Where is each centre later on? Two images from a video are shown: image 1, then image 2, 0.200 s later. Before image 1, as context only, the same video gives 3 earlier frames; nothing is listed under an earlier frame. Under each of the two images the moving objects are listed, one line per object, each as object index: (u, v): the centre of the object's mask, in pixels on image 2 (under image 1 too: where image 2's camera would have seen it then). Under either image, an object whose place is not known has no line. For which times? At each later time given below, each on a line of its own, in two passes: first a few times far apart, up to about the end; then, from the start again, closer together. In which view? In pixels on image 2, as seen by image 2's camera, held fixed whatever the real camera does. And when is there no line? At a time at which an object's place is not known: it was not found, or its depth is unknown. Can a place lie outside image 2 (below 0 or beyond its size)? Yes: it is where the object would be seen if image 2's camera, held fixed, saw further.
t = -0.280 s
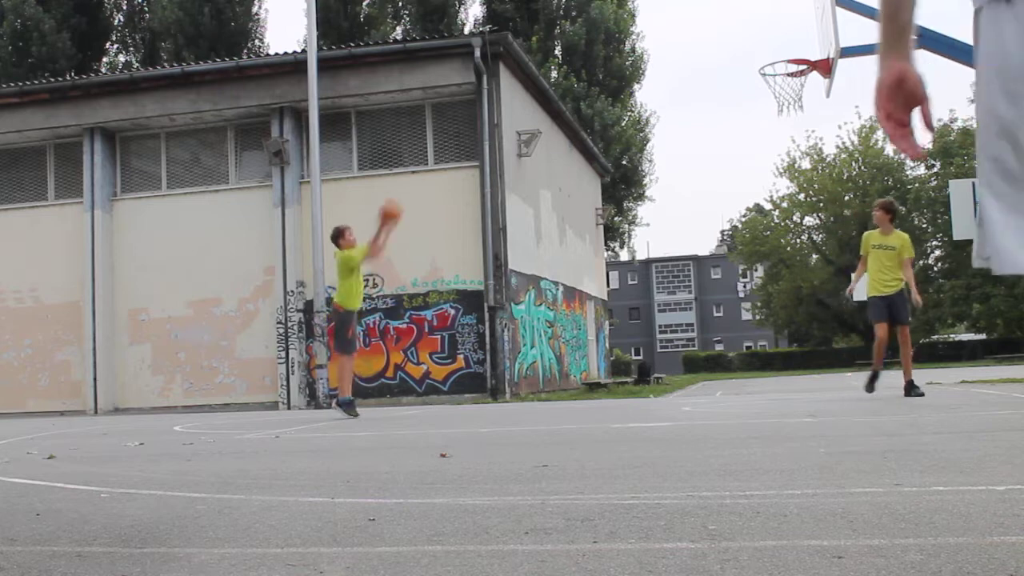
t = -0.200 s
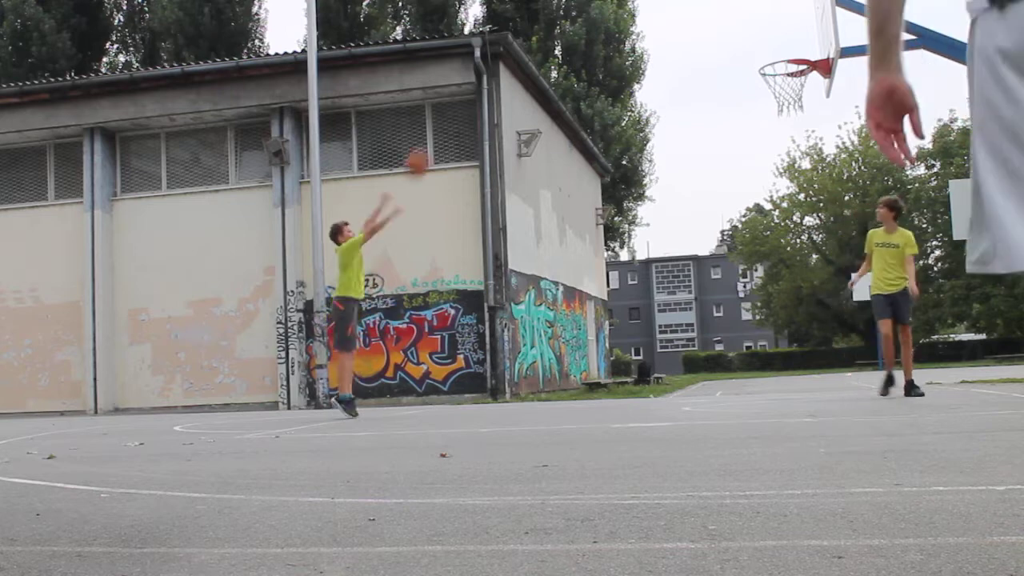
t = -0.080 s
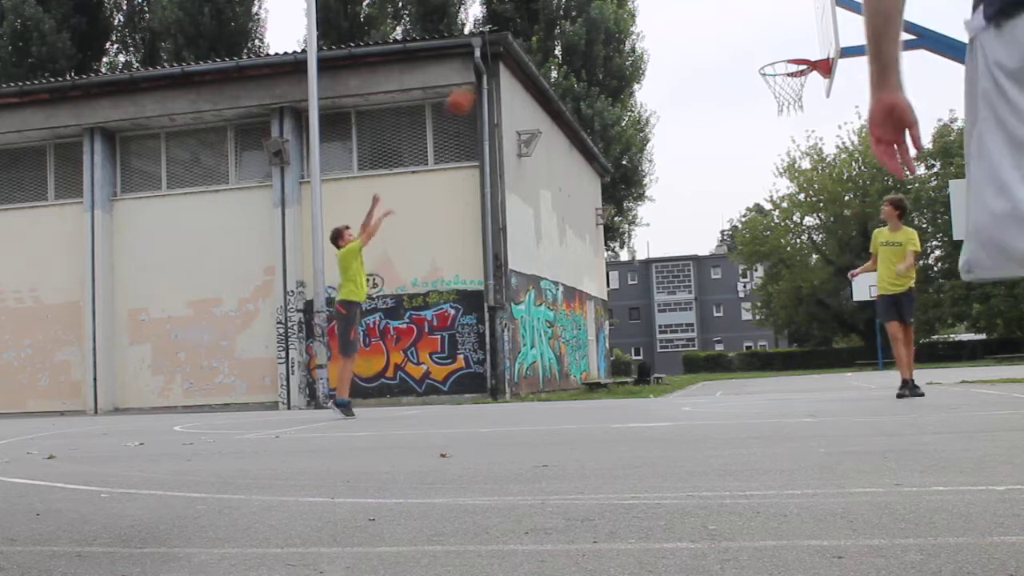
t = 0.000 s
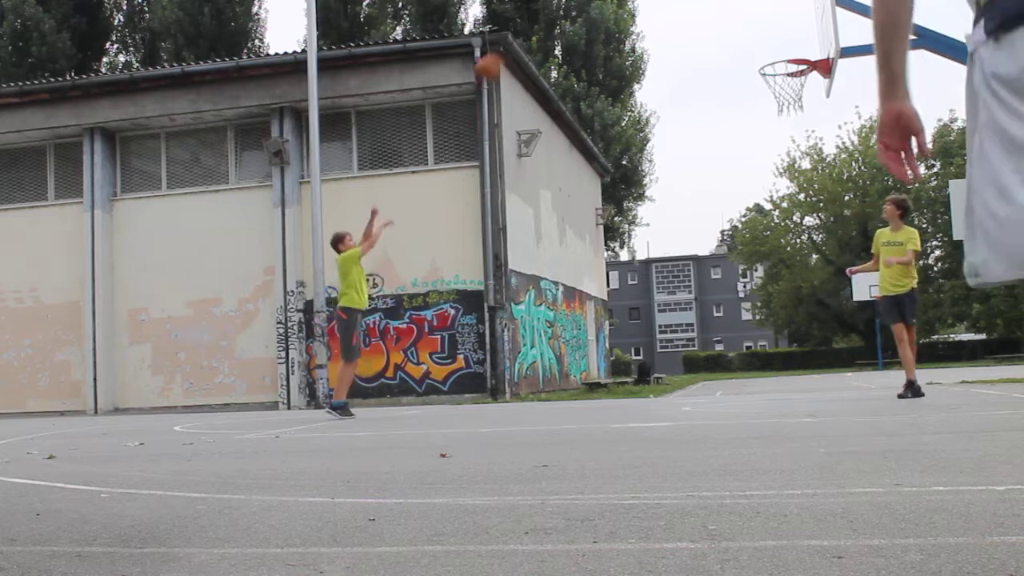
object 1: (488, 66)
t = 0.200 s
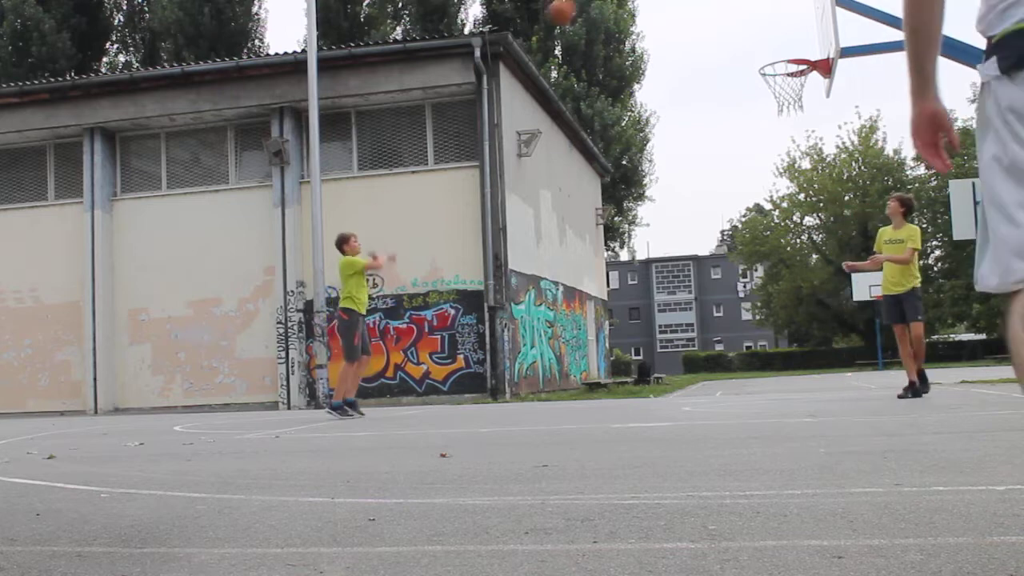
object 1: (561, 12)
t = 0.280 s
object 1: (590, 5)
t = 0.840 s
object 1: (803, 84)
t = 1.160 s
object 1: (799, 123)
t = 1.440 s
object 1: (802, 254)
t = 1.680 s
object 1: (802, 357)
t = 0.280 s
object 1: (590, 5)
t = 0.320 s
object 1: (606, 4)
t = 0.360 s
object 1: (621, 4)
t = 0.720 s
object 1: (767, 52)
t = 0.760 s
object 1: (784, 68)
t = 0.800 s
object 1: (799, 82)
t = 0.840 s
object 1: (803, 84)
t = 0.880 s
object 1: (802, 83)
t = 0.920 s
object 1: (801, 83)
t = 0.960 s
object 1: (801, 87)
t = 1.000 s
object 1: (800, 89)
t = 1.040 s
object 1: (799, 95)
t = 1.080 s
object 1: (799, 103)
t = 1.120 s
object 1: (799, 112)
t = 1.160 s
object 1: (799, 123)
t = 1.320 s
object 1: (800, 184)
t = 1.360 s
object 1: (801, 206)
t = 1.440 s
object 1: (802, 254)
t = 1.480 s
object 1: (804, 280)
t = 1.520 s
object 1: (805, 308)
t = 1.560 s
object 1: (807, 339)
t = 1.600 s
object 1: (807, 366)
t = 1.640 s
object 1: (806, 379)
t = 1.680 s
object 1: (802, 357)
